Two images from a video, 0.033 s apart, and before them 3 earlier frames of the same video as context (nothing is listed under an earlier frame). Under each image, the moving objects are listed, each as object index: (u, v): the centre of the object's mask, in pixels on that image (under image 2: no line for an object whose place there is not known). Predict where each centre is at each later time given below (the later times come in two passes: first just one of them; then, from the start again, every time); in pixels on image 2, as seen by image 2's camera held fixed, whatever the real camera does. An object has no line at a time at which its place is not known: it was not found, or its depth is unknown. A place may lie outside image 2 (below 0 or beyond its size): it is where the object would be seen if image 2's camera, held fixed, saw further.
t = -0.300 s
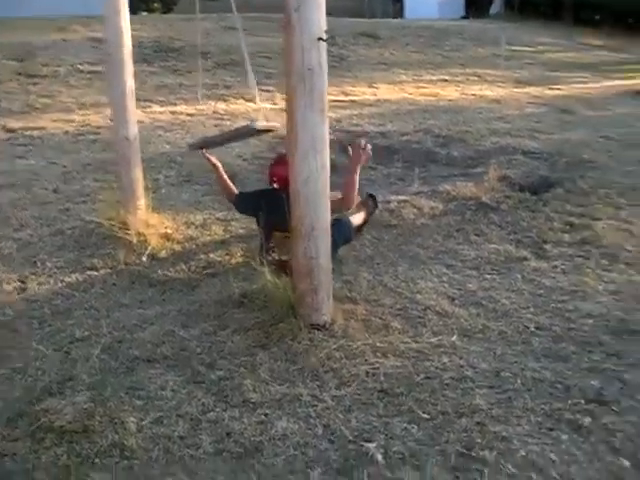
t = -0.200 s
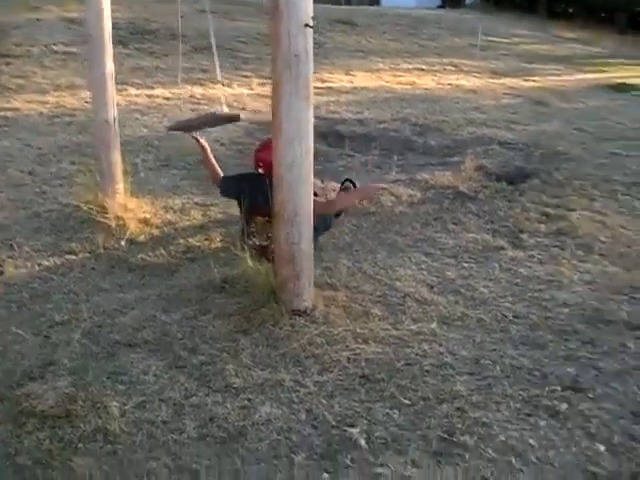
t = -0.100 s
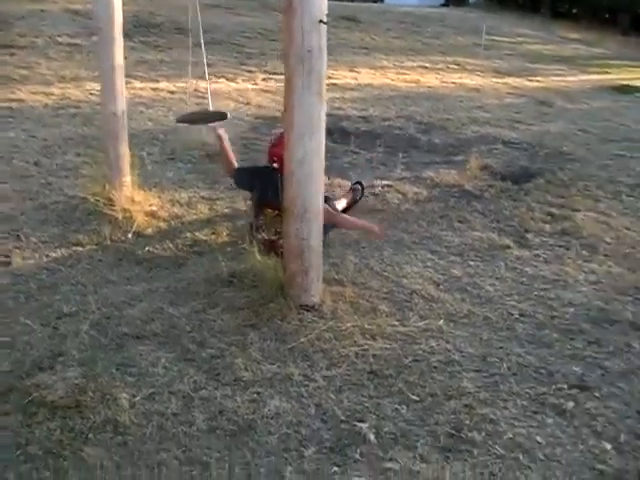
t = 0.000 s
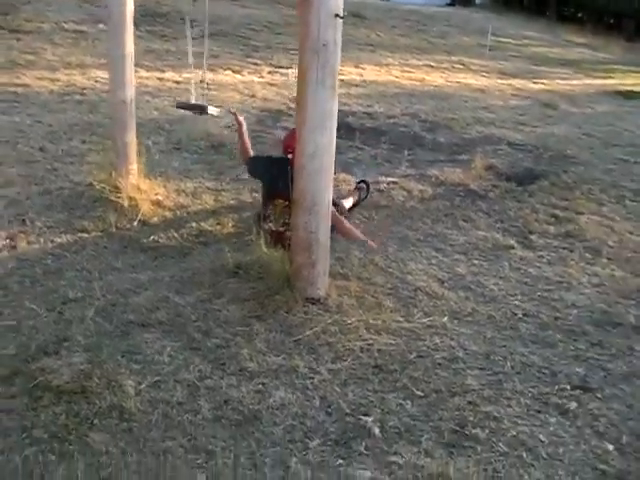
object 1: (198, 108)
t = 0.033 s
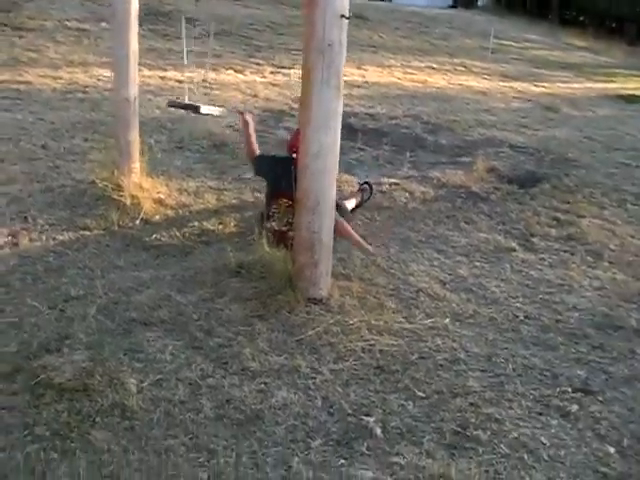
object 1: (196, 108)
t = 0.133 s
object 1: (181, 109)
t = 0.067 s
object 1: (190, 108)
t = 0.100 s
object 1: (186, 109)
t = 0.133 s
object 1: (181, 109)
